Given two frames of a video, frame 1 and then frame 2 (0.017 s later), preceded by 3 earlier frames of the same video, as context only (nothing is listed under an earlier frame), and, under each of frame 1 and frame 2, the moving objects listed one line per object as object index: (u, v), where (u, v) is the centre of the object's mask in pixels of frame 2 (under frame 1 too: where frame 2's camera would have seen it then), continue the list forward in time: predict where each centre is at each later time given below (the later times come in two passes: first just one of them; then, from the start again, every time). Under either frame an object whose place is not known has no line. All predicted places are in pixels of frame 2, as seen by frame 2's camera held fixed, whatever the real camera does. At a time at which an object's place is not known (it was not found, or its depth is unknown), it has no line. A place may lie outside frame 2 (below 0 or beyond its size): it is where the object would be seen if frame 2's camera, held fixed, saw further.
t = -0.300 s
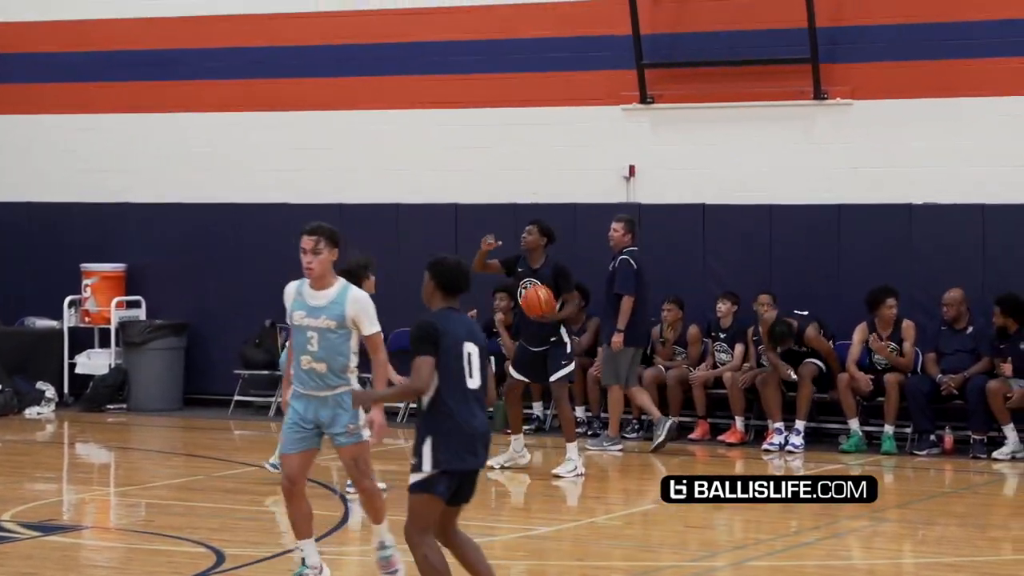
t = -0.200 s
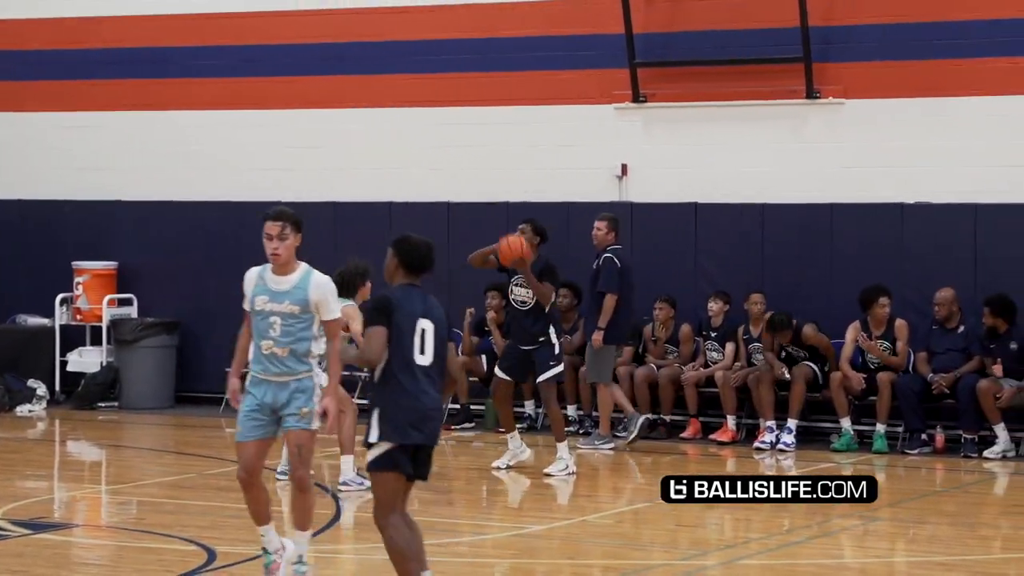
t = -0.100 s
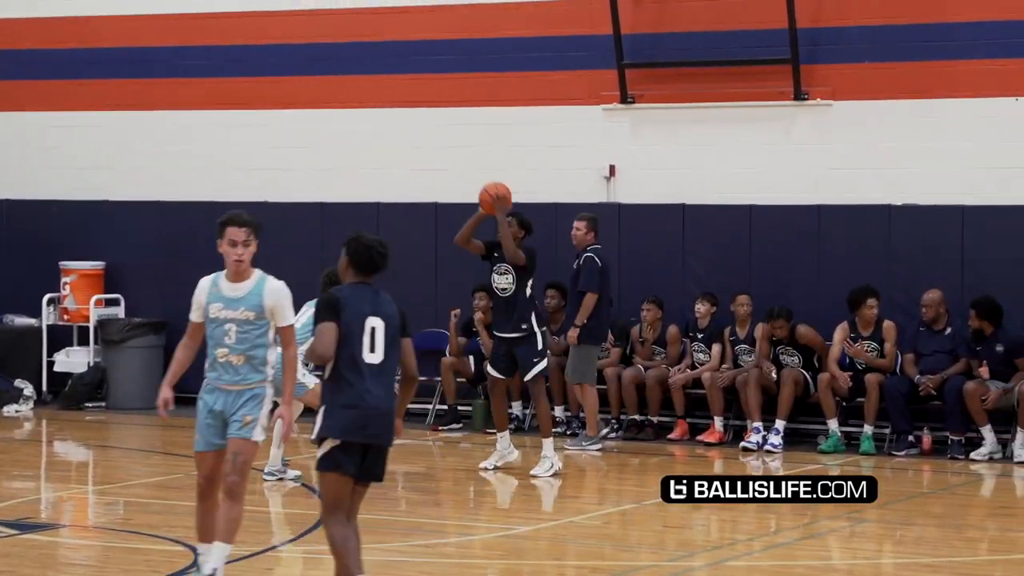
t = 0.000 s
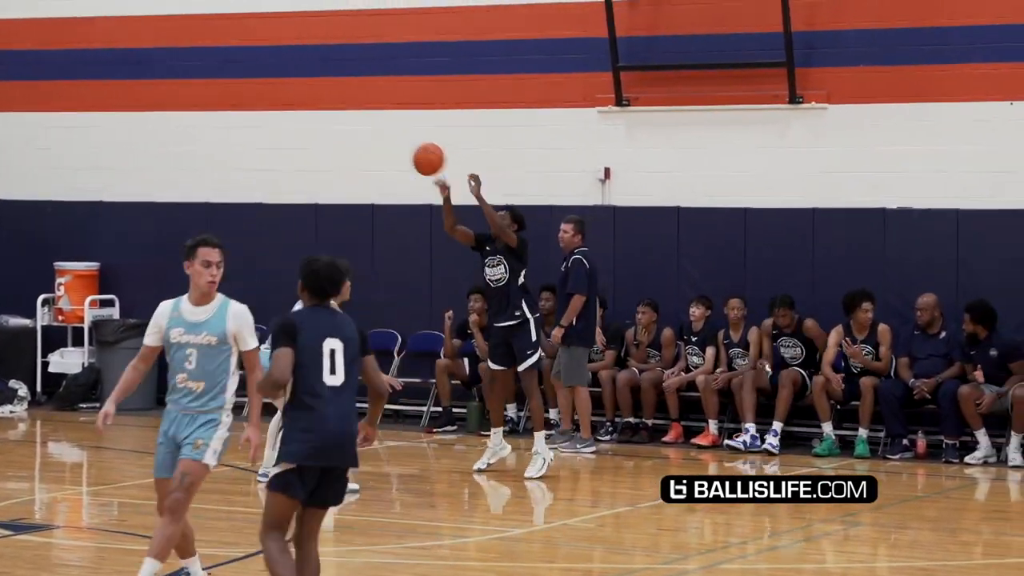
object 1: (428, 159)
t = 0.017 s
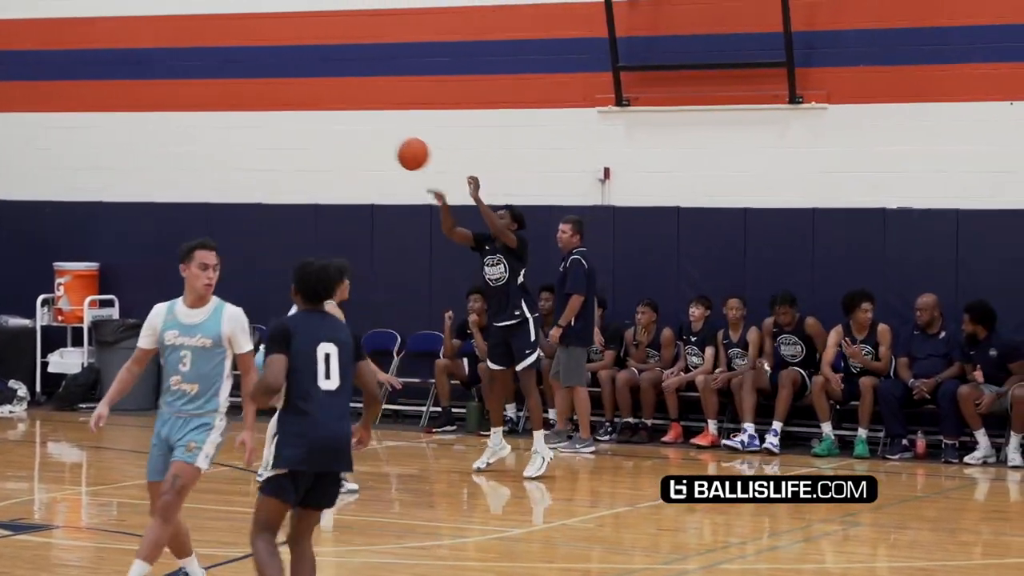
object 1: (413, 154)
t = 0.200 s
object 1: (235, 120)
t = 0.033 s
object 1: (398, 148)
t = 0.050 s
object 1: (382, 144)
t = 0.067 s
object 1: (367, 140)
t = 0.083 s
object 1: (351, 136)
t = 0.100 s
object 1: (336, 133)
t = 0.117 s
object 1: (319, 130)
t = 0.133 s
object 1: (303, 127)
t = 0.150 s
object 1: (287, 124)
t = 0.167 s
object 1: (271, 122)
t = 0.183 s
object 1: (253, 121)
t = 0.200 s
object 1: (235, 120)
